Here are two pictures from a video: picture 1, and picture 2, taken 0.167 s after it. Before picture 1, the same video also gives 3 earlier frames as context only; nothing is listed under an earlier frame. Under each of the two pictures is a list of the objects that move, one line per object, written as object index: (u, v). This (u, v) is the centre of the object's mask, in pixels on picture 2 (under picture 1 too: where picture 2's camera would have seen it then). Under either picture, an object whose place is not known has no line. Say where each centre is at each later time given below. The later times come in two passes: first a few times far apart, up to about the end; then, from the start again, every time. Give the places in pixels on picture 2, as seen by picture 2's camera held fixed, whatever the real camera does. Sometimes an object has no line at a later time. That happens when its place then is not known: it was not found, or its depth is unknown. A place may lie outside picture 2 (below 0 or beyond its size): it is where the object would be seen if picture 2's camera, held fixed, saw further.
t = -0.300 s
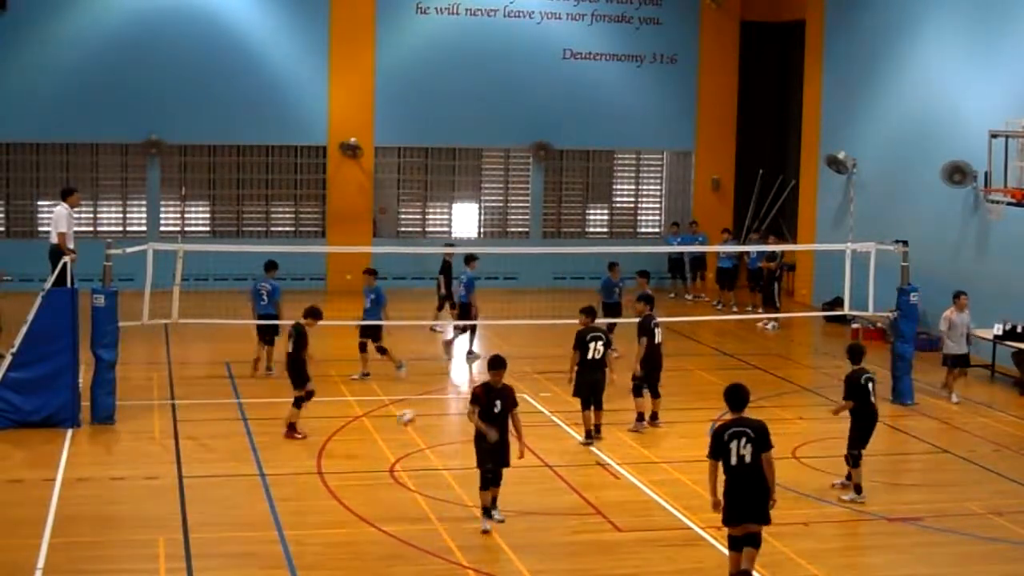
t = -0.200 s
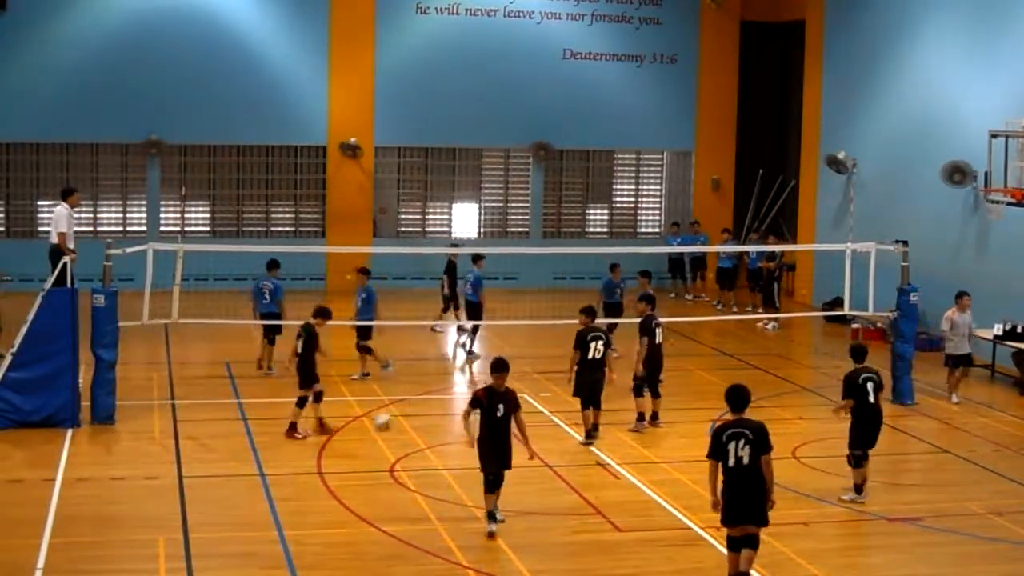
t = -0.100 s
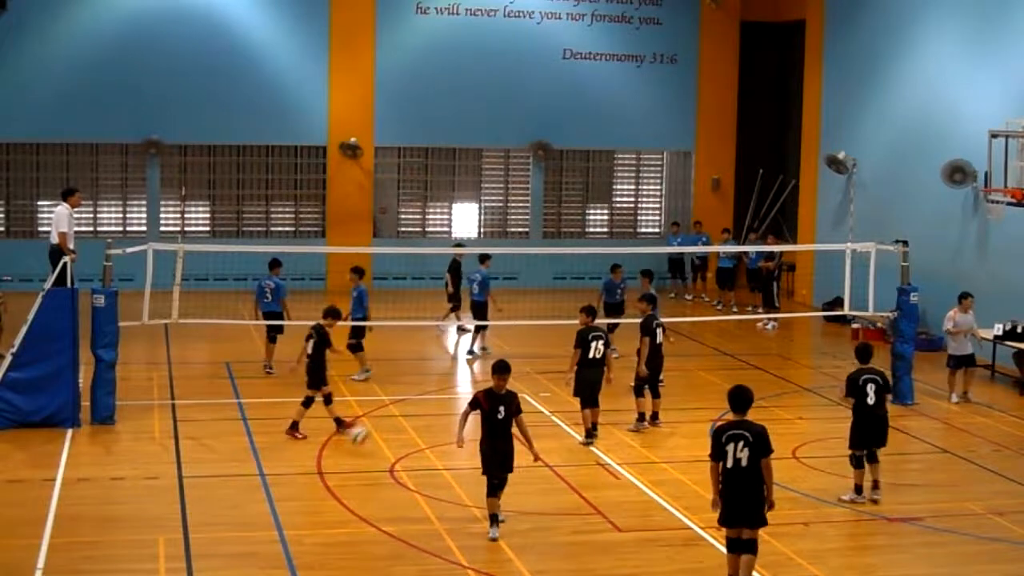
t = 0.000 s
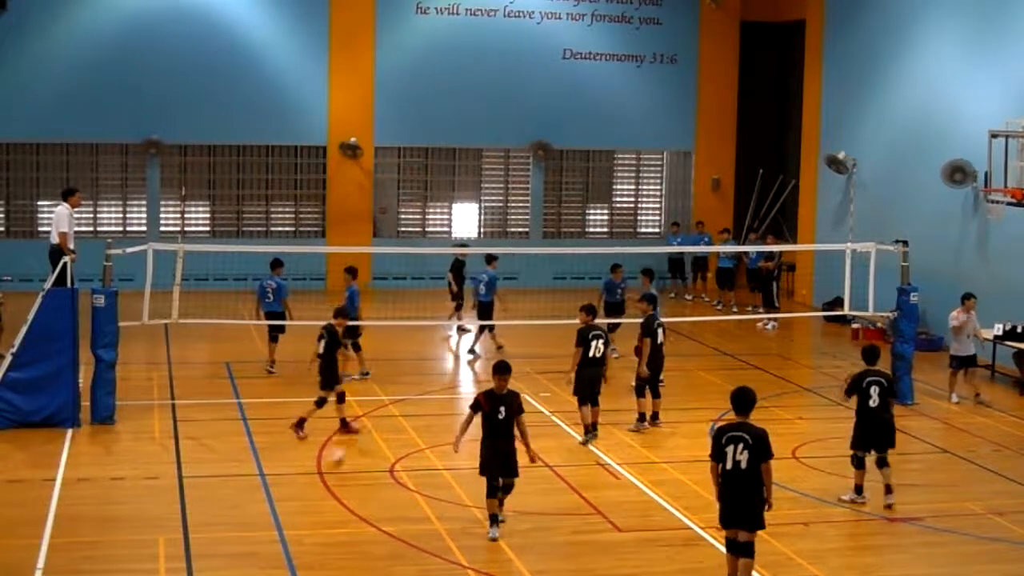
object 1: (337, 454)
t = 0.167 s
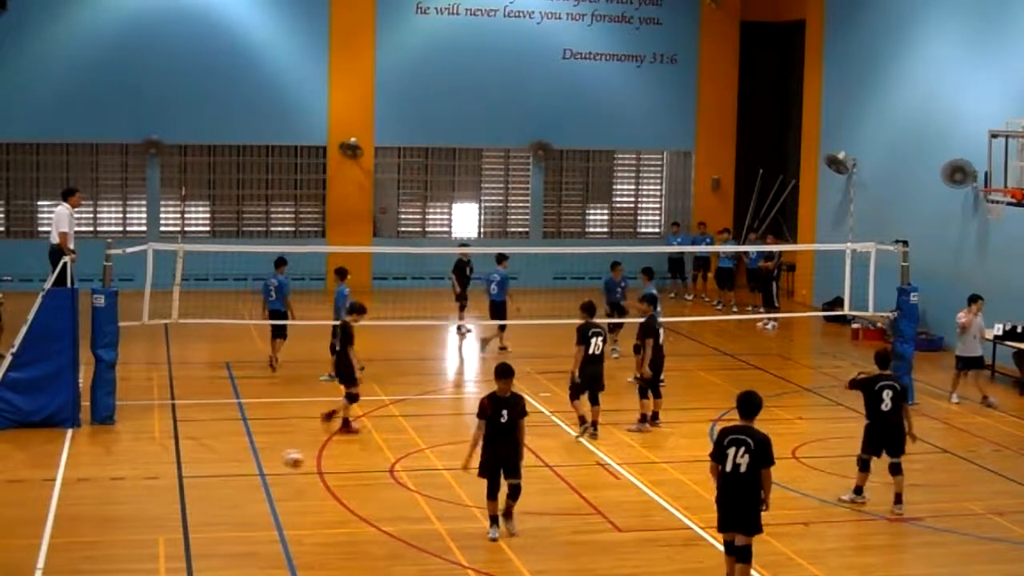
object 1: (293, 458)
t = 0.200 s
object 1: (285, 456)
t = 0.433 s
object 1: (226, 466)
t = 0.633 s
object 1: (172, 493)
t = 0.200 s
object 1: (285, 456)
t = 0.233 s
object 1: (277, 454)
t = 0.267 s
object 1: (267, 452)
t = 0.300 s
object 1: (259, 452)
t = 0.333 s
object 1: (251, 456)
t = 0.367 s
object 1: (241, 459)
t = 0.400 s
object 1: (234, 462)
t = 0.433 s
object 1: (226, 466)
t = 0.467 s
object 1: (216, 472)
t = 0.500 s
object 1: (208, 478)
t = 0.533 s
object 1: (197, 488)
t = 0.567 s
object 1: (187, 498)
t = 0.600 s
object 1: (180, 495)
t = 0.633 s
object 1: (172, 493)
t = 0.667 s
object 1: (160, 491)
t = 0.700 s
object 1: (154, 486)
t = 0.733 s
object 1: (144, 486)
